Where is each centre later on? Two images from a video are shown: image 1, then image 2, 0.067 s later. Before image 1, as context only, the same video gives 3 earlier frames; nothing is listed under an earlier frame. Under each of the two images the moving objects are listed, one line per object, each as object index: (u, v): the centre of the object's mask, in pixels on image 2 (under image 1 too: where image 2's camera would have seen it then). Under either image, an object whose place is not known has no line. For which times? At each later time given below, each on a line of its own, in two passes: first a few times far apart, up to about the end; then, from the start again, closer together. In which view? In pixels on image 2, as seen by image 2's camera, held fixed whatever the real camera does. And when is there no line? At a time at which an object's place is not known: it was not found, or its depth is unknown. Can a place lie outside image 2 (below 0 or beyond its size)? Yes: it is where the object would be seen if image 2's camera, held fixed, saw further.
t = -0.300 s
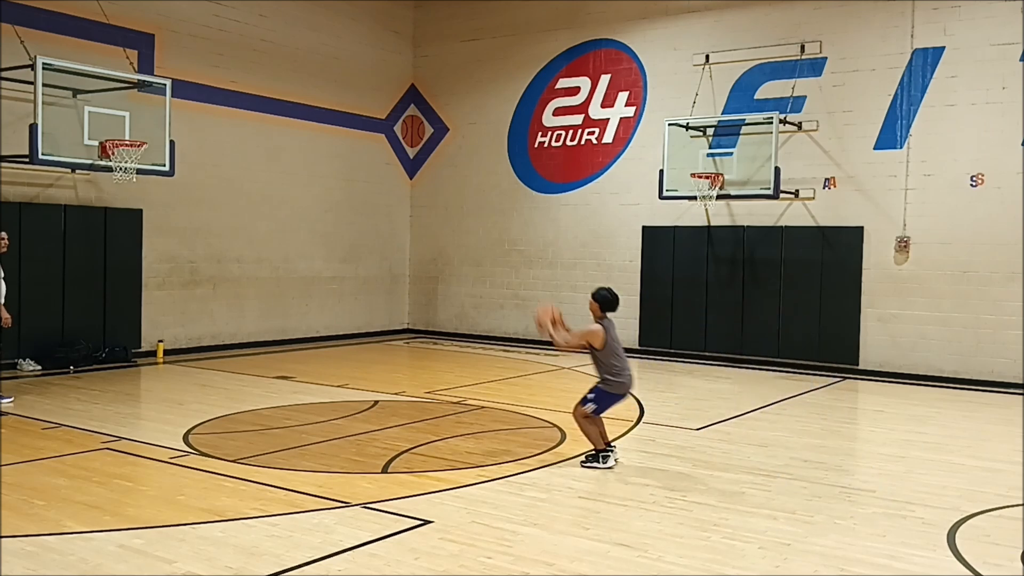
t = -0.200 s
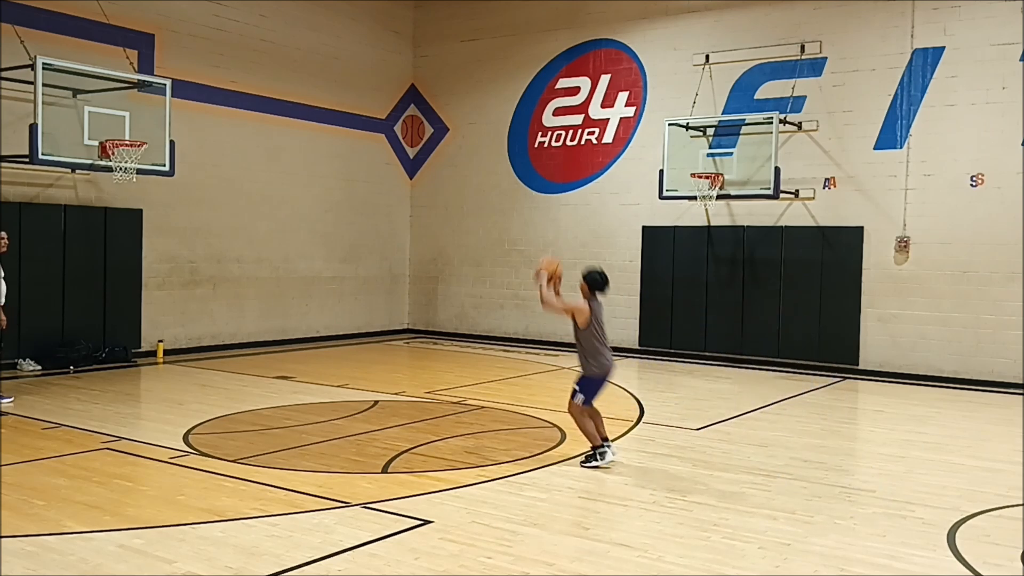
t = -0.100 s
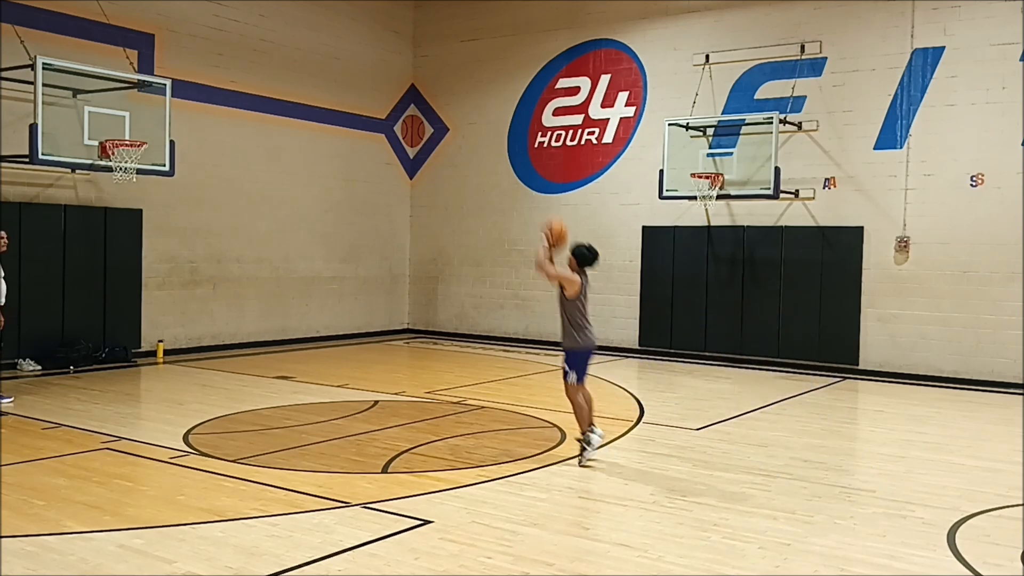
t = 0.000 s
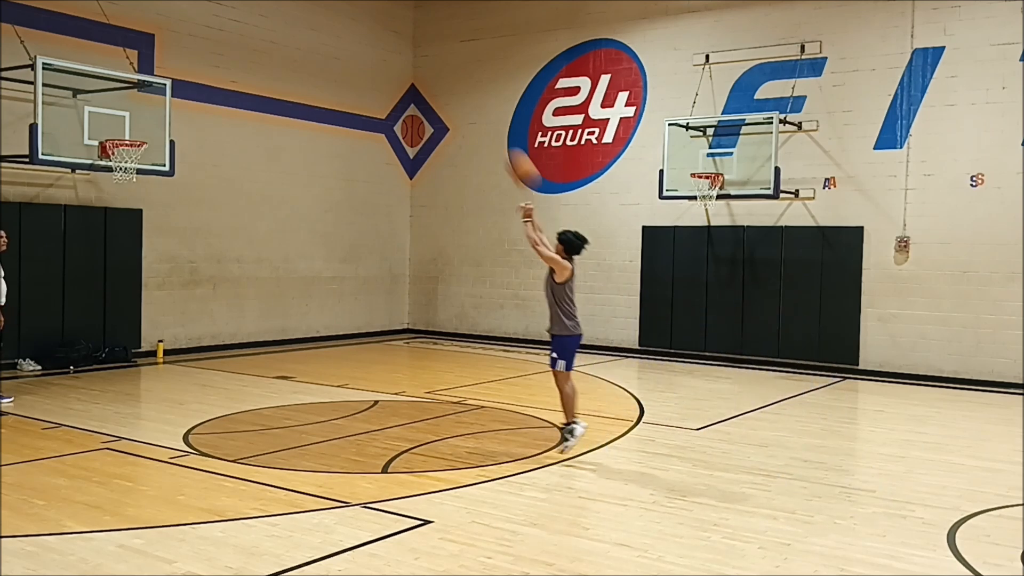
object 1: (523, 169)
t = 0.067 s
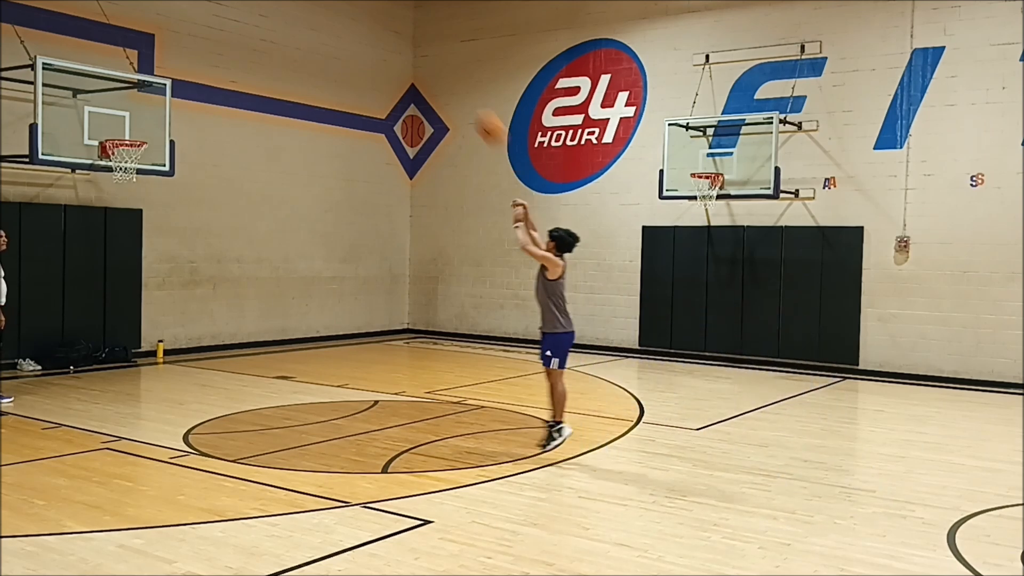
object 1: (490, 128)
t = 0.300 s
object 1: (393, 29)
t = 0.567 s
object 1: (295, 3)
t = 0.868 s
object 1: (205, 34)
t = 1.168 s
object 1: (125, 135)
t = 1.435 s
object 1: (124, 198)
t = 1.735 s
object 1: (147, 316)
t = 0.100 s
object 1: (476, 109)
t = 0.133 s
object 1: (462, 92)
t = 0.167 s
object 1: (448, 75)
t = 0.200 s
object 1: (433, 62)
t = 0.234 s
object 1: (419, 50)
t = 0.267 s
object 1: (406, 39)
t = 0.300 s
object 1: (393, 29)
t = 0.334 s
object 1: (379, 20)
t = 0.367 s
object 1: (366, 13)
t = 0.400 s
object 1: (355, 9)
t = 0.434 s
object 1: (344, 7)
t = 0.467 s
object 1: (330, 5)
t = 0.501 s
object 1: (318, 4)
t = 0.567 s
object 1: (295, 3)
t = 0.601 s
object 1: (285, 3)
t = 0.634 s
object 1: (275, 4)
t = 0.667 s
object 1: (264, 5)
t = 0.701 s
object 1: (254, 6)
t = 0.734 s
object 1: (244, 9)
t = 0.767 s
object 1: (234, 12)
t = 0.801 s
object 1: (225, 19)
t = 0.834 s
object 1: (215, 26)
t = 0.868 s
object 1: (205, 34)
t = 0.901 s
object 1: (196, 43)
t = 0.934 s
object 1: (187, 53)
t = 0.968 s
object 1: (178, 63)
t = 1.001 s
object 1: (172, 72)
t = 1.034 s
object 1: (159, 86)
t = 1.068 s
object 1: (151, 99)
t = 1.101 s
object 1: (142, 113)
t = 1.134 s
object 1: (135, 126)
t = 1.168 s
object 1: (125, 135)
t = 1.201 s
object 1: (120, 155)
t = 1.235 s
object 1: (112, 163)
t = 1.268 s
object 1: (113, 167)
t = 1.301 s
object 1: (115, 171)
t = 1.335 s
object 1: (117, 176)
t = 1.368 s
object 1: (120, 183)
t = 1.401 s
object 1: (122, 190)
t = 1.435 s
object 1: (124, 198)
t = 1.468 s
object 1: (128, 210)
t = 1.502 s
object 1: (131, 219)
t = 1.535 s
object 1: (133, 229)
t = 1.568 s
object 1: (135, 241)
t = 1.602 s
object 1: (137, 254)
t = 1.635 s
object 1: (139, 268)
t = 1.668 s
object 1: (142, 283)
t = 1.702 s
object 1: (145, 298)
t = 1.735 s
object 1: (147, 316)
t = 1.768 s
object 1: (150, 334)
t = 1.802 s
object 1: (151, 351)
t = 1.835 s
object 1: (154, 371)
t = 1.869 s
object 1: (157, 377)
